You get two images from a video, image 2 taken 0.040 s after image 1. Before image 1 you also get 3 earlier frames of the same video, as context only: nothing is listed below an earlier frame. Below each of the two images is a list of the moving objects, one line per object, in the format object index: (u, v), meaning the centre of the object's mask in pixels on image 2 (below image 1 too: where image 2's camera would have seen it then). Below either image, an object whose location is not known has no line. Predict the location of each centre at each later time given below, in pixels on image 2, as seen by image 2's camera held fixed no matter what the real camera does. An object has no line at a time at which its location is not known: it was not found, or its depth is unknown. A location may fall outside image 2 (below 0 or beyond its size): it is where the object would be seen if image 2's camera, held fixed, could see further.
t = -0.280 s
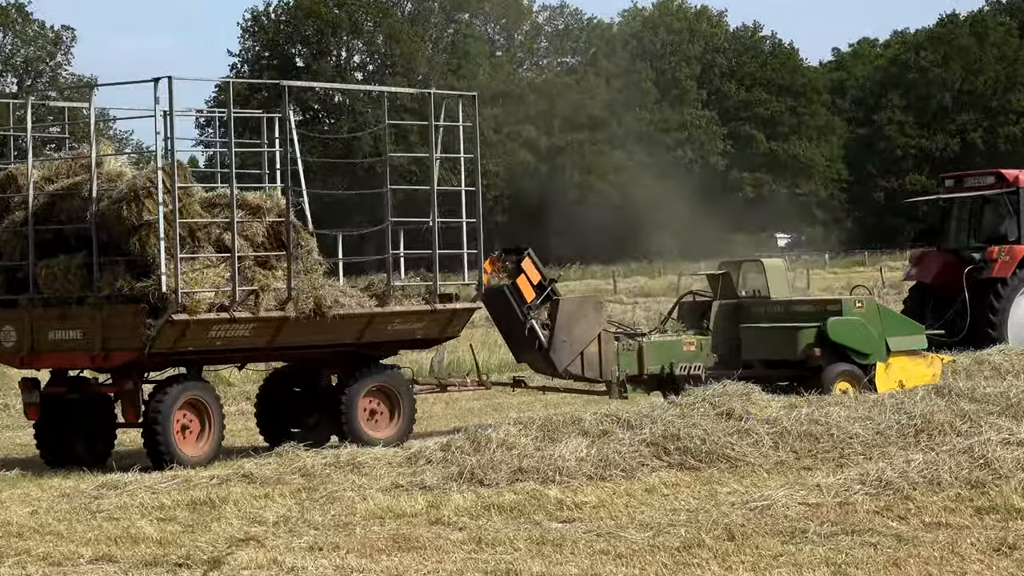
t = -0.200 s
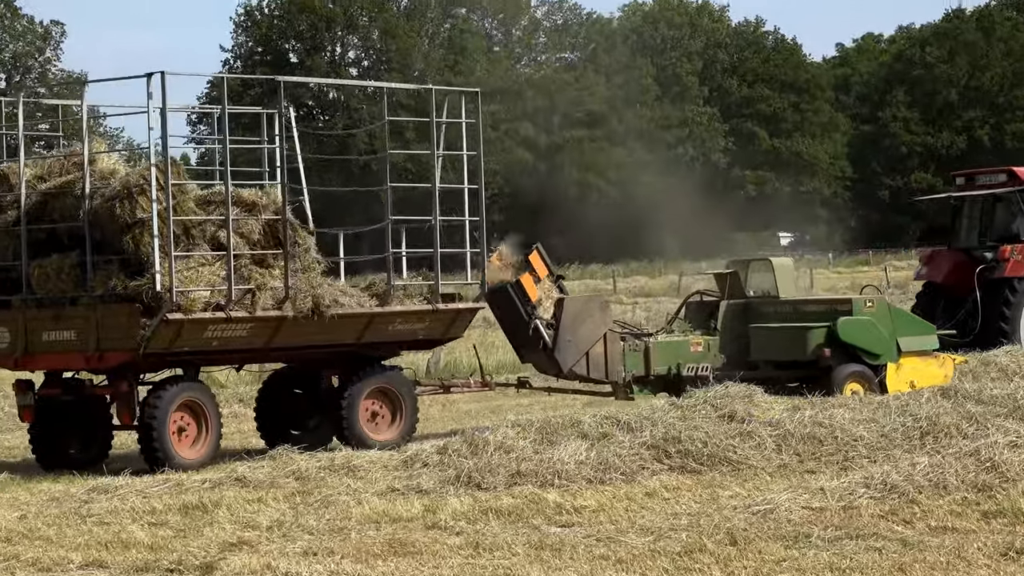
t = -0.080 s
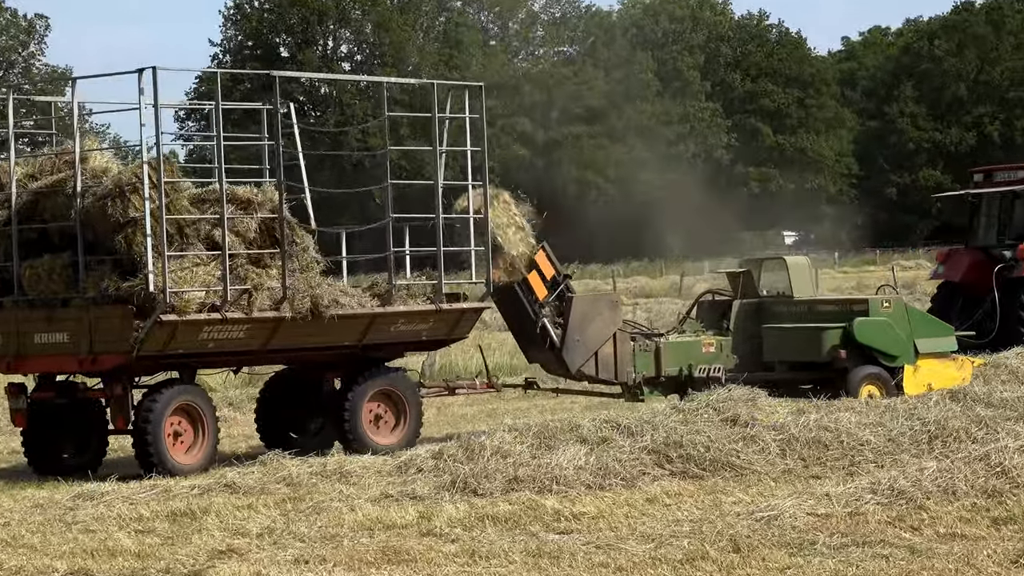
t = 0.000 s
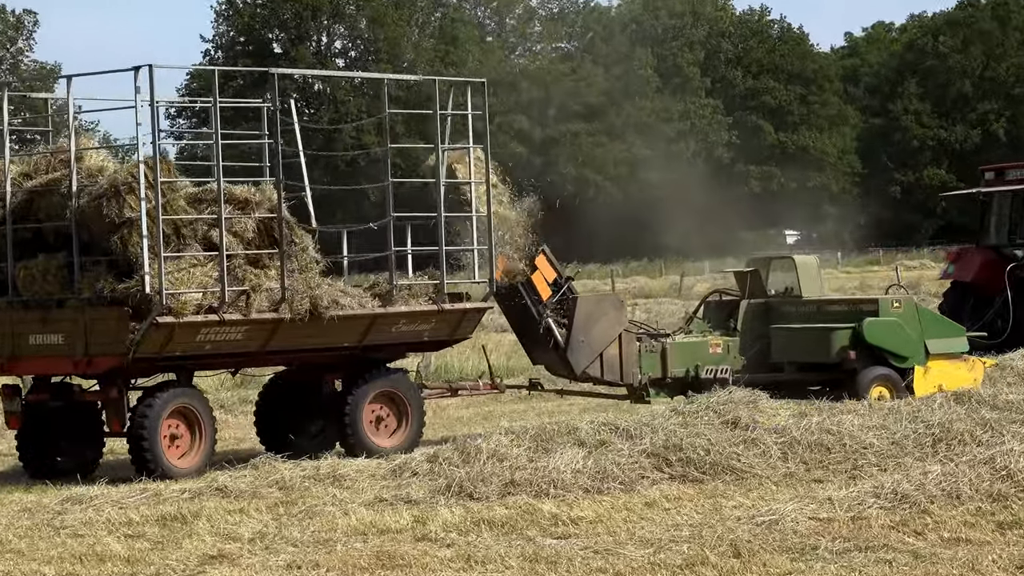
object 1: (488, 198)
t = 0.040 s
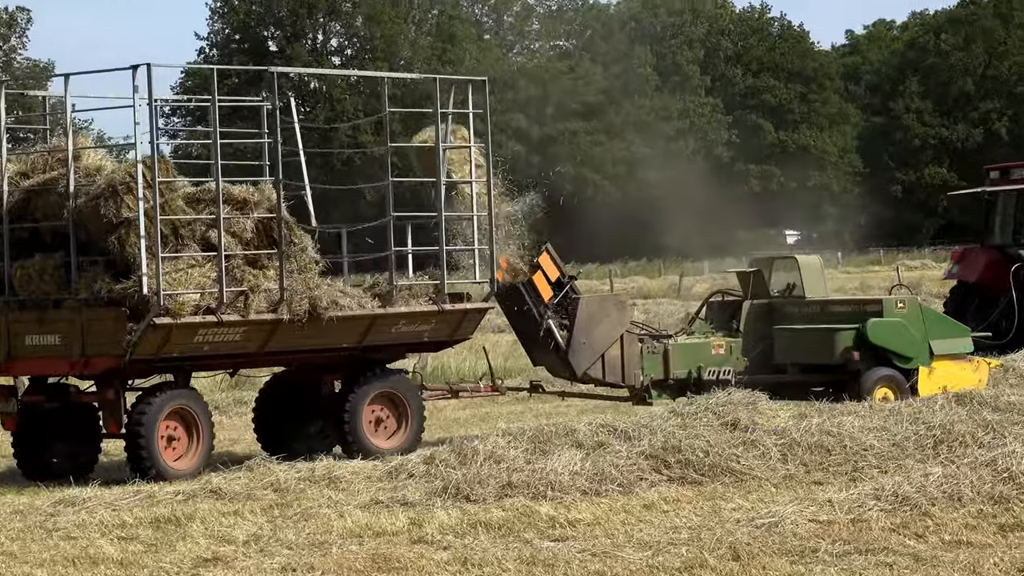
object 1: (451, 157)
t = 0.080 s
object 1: (435, 142)
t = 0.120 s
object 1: (420, 128)
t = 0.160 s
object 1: (412, 108)
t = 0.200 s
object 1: (401, 106)
